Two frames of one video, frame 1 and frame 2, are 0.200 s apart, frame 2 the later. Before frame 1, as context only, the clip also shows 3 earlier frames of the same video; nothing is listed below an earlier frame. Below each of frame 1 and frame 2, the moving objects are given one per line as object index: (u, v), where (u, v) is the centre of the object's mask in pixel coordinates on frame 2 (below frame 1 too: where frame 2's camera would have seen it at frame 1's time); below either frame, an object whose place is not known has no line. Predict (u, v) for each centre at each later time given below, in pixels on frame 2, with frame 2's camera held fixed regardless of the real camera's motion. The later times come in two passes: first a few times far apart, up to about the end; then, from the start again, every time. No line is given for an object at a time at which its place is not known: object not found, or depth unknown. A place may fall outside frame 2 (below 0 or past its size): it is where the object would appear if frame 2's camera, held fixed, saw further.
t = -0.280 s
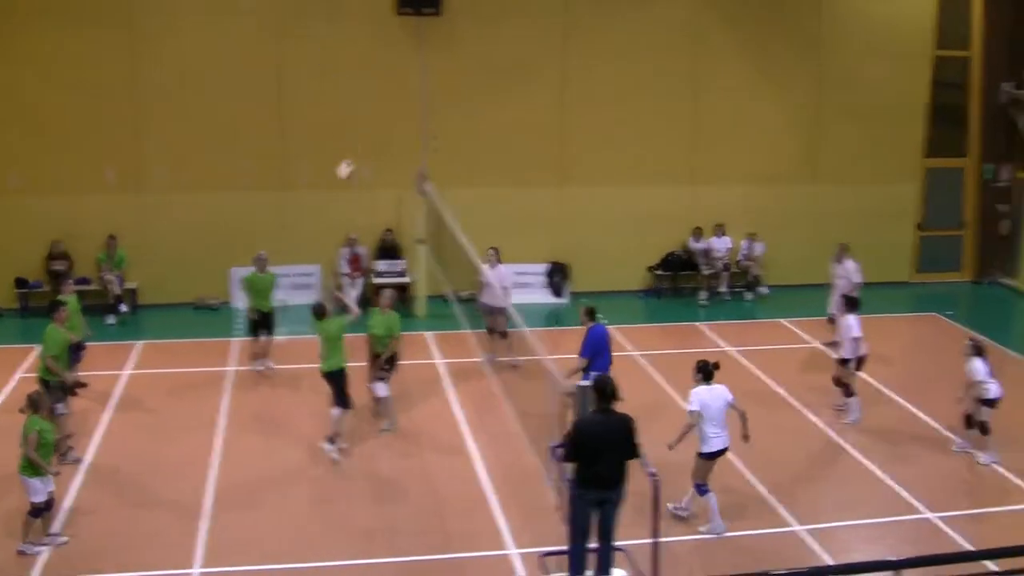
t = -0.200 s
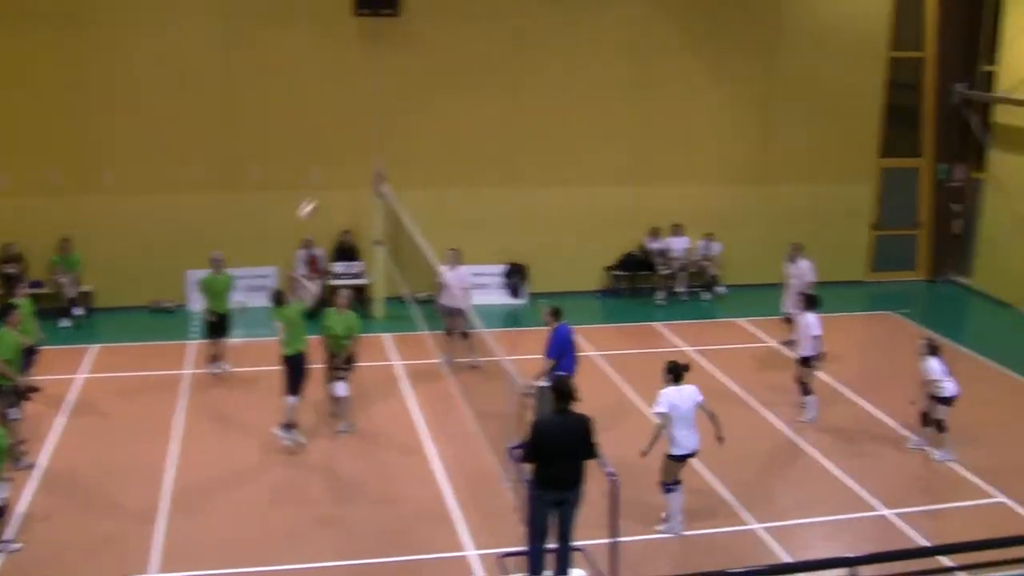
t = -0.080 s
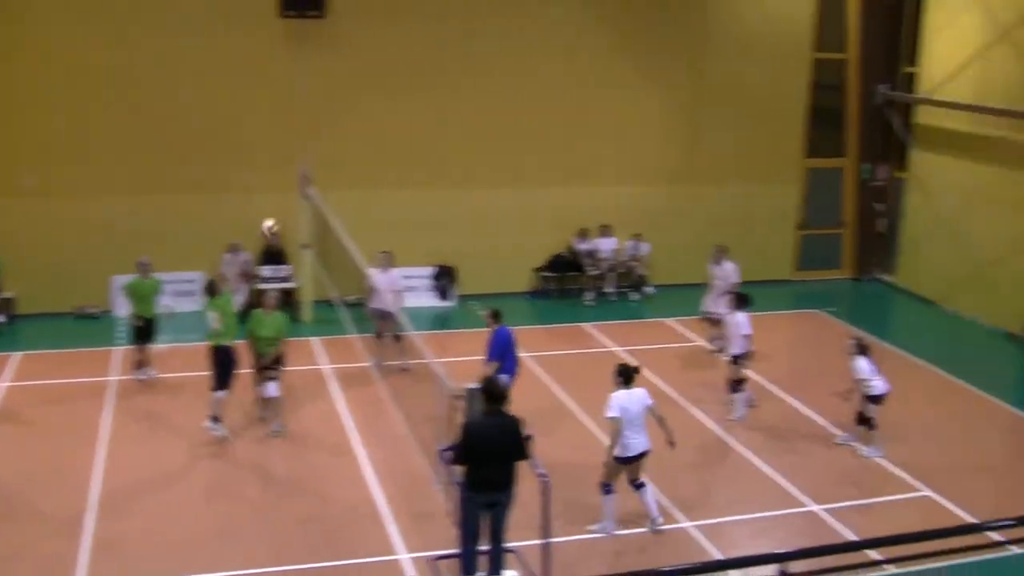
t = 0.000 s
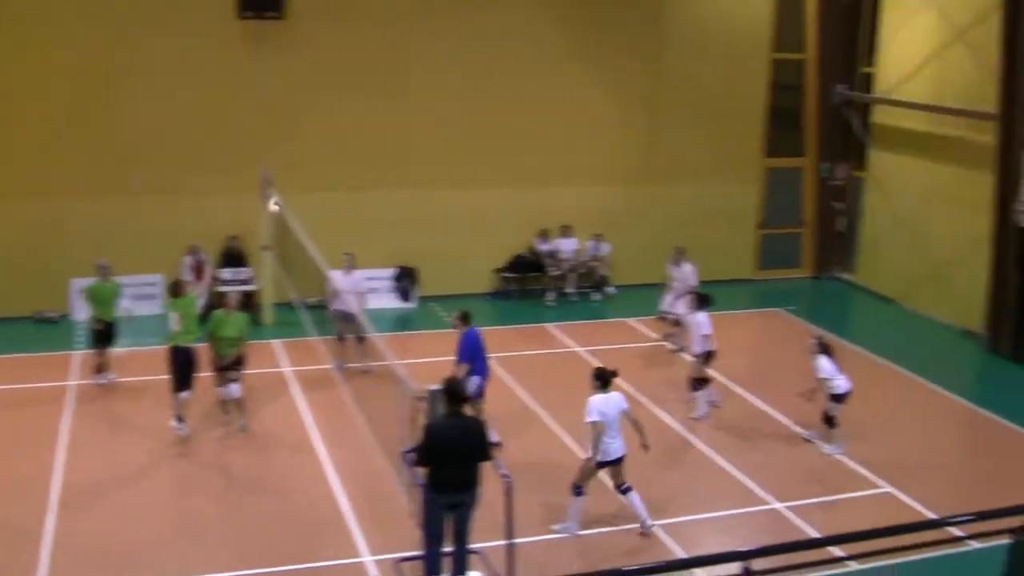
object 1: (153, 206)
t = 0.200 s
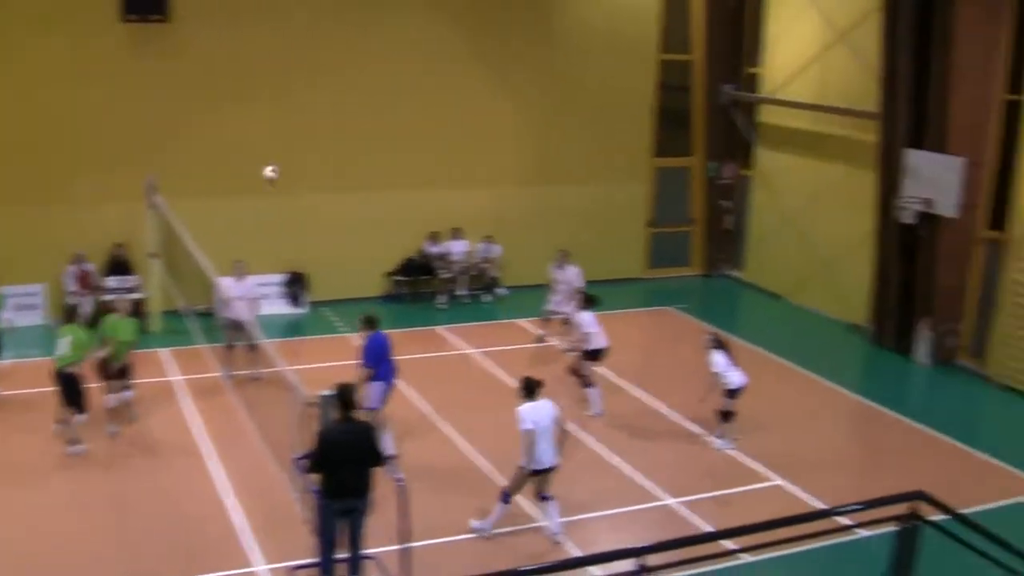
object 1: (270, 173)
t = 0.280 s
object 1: (317, 171)
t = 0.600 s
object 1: (464, 211)
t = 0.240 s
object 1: (295, 171)
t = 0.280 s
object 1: (317, 171)
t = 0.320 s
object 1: (335, 172)
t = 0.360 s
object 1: (356, 173)
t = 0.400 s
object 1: (377, 177)
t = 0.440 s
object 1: (395, 182)
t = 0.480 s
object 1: (411, 188)
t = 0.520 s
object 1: (430, 193)
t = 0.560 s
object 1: (449, 201)
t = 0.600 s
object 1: (464, 211)
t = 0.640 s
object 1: (479, 219)
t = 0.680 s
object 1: (498, 229)
